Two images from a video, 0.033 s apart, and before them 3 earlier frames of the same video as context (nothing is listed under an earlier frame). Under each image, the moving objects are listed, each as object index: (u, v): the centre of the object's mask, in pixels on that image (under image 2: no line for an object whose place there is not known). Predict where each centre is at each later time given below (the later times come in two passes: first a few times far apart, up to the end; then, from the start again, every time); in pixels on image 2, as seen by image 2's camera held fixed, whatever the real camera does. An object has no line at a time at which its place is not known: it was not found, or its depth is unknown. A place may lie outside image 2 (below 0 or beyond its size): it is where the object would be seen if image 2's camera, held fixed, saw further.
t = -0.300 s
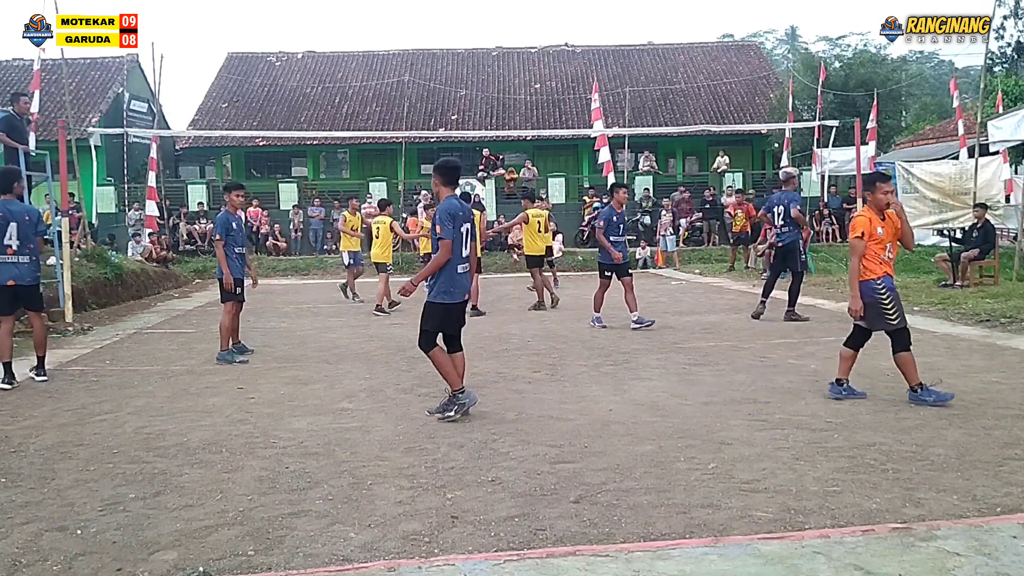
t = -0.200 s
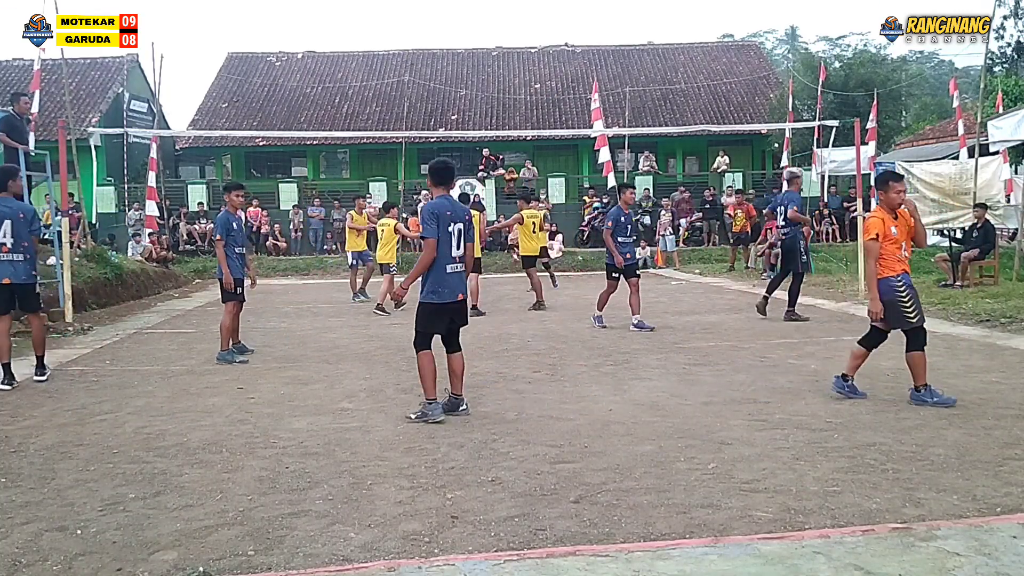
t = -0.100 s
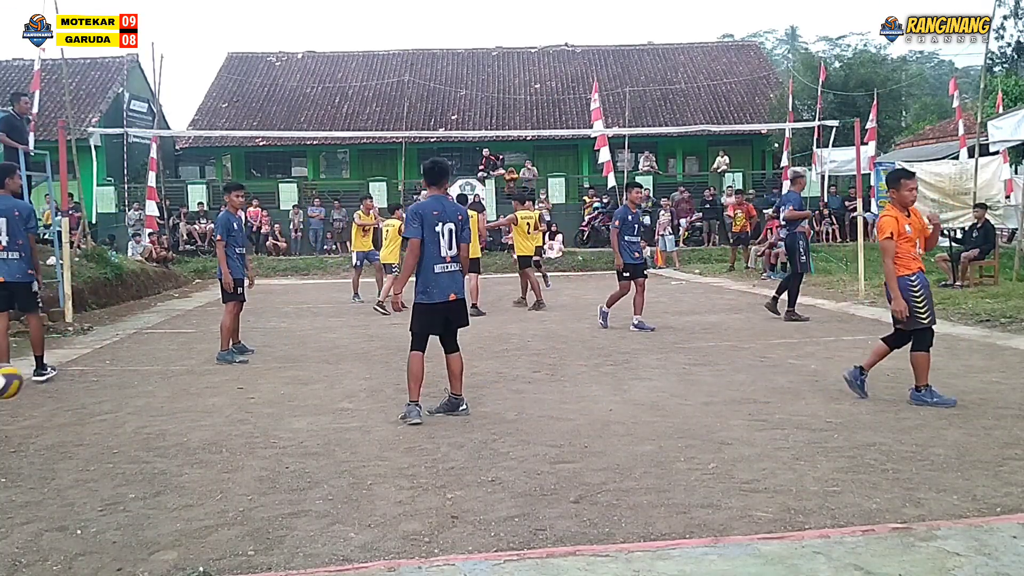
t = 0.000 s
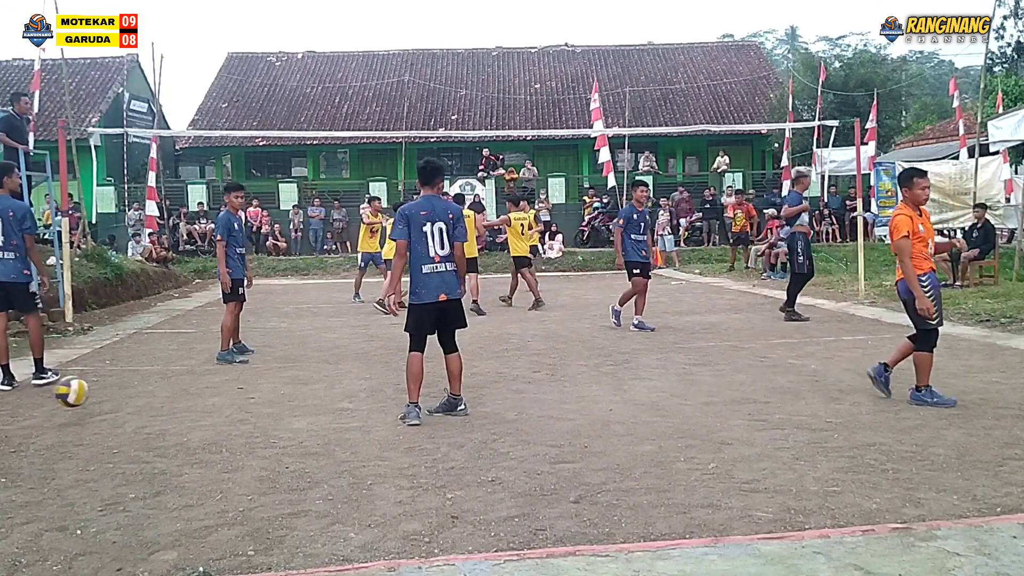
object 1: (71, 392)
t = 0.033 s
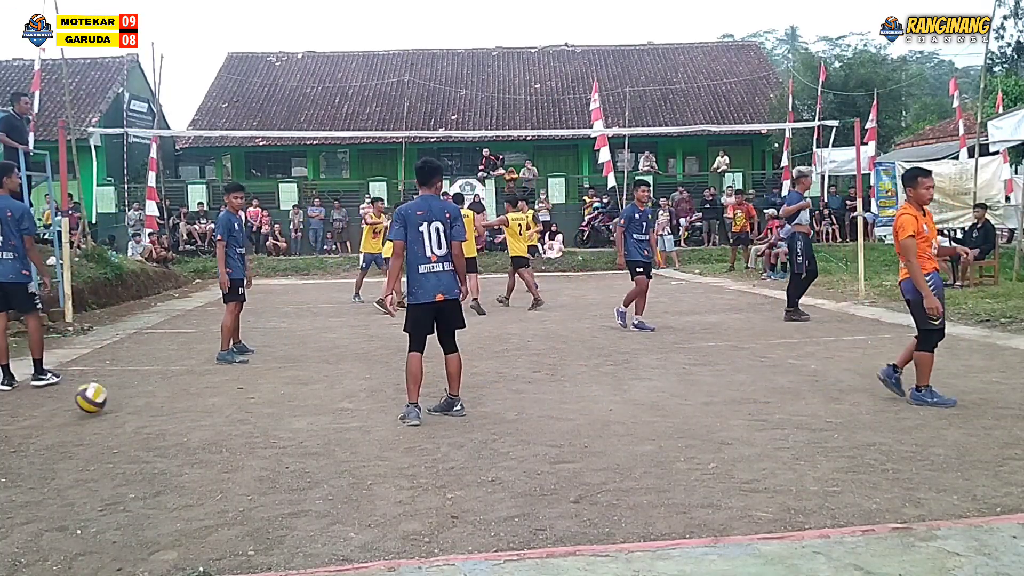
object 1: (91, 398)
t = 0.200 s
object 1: (136, 344)
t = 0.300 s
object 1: (157, 329)
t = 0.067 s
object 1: (103, 391)
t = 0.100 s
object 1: (111, 376)
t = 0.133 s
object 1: (120, 364)
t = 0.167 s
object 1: (129, 353)
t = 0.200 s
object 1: (136, 344)
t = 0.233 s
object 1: (143, 338)
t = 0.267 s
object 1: (151, 333)
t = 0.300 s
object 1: (157, 329)
